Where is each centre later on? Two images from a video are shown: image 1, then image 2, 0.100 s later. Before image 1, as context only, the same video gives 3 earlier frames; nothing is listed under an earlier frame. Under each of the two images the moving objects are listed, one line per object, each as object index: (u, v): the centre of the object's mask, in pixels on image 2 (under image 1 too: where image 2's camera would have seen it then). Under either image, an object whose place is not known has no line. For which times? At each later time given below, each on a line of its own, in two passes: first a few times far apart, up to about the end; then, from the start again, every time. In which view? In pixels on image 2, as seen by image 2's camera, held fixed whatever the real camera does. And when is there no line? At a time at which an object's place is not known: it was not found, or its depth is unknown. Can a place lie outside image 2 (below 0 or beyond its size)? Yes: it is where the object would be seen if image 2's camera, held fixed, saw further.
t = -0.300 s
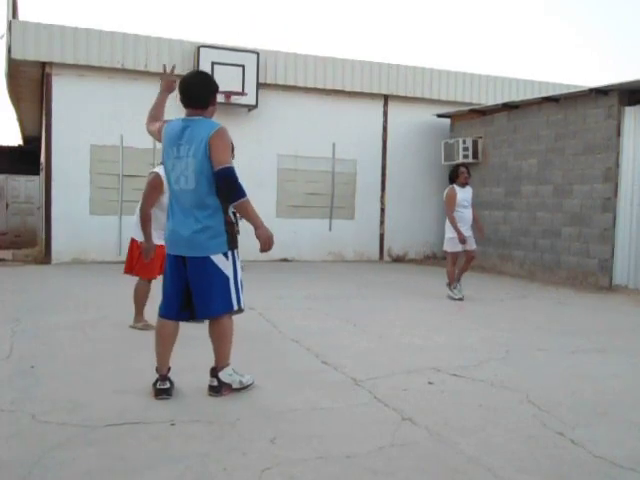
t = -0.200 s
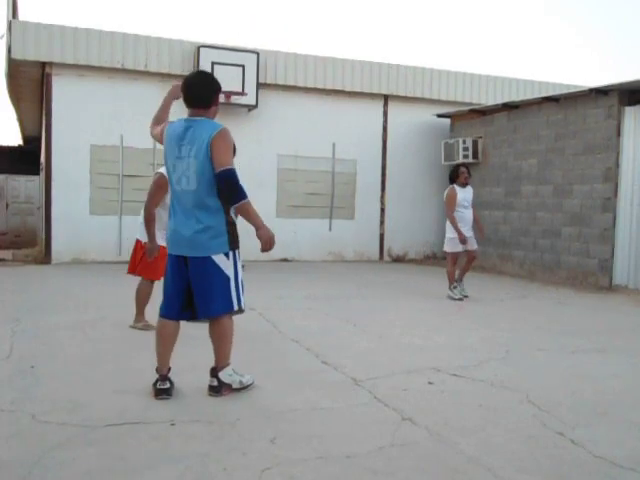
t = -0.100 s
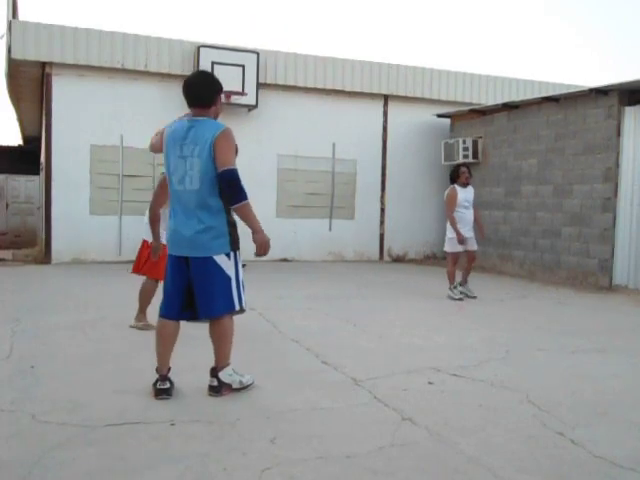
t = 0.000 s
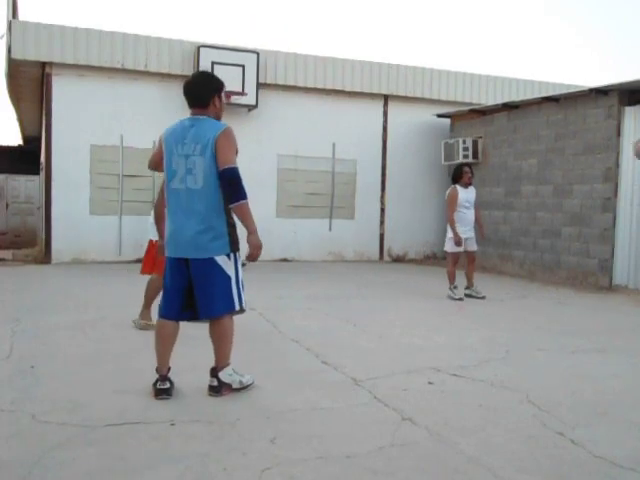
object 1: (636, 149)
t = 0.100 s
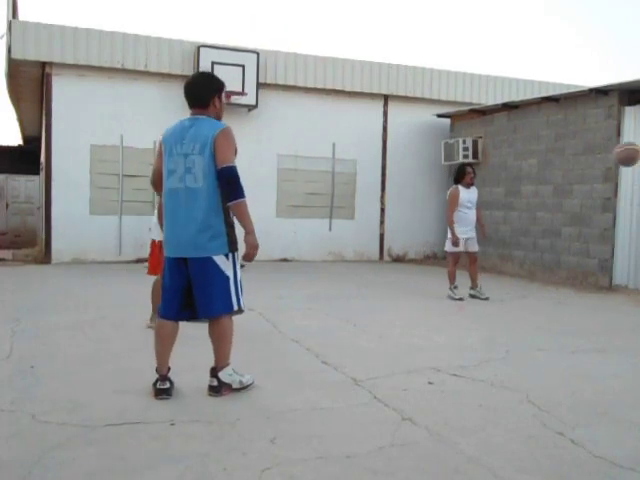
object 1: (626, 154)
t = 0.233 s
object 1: (600, 175)
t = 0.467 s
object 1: (557, 251)
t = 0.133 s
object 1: (620, 157)
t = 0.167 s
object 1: (613, 162)
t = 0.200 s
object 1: (607, 169)
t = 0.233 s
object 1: (600, 175)
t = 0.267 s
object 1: (594, 183)
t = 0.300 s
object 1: (588, 193)
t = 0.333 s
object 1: (581, 202)
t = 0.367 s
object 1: (575, 213)
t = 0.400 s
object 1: (569, 225)
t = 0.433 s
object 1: (563, 237)
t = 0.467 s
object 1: (557, 251)
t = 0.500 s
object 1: (553, 265)
